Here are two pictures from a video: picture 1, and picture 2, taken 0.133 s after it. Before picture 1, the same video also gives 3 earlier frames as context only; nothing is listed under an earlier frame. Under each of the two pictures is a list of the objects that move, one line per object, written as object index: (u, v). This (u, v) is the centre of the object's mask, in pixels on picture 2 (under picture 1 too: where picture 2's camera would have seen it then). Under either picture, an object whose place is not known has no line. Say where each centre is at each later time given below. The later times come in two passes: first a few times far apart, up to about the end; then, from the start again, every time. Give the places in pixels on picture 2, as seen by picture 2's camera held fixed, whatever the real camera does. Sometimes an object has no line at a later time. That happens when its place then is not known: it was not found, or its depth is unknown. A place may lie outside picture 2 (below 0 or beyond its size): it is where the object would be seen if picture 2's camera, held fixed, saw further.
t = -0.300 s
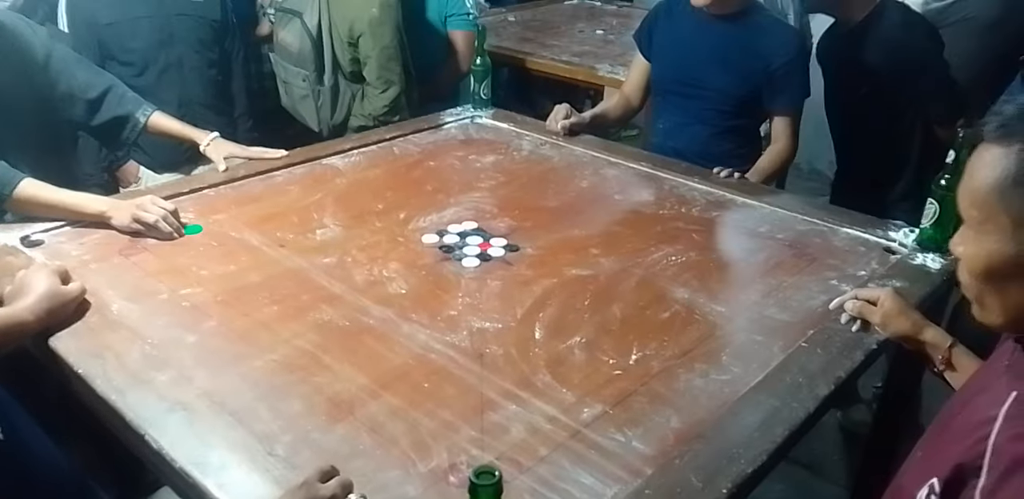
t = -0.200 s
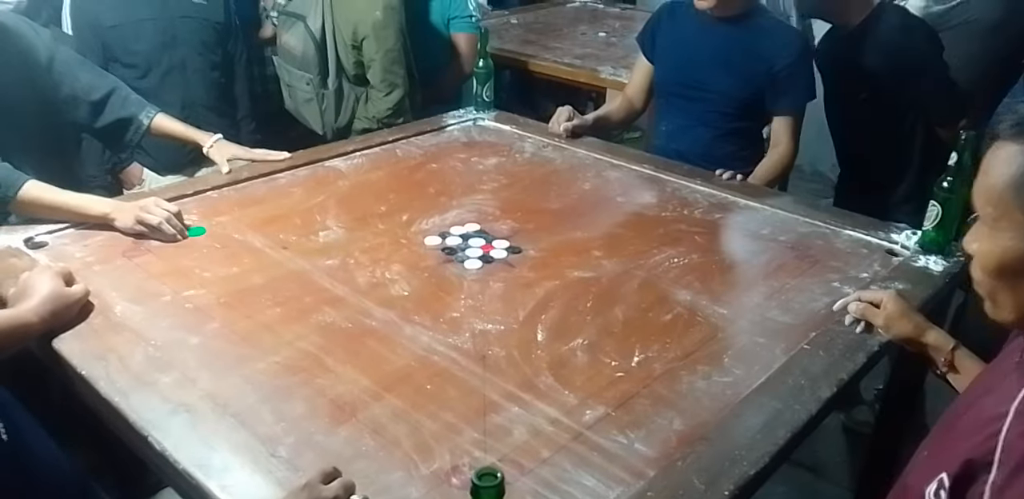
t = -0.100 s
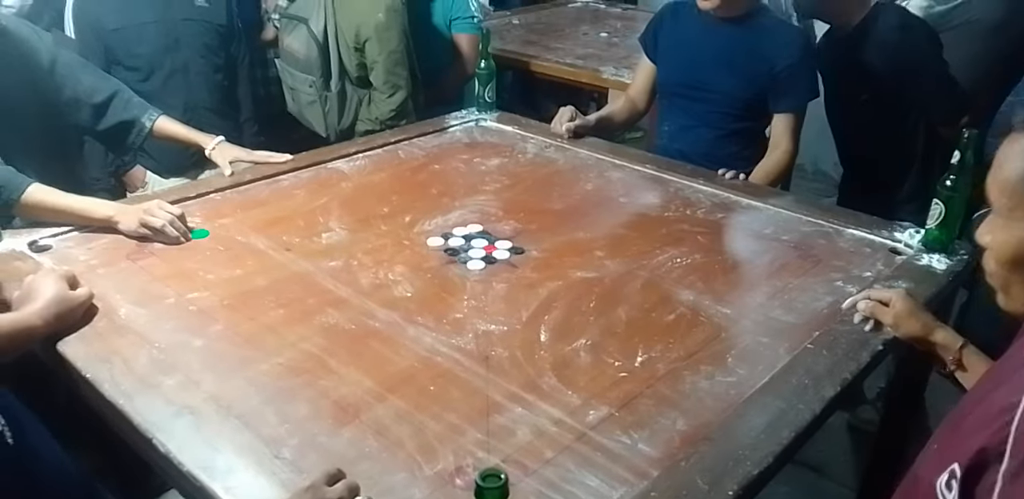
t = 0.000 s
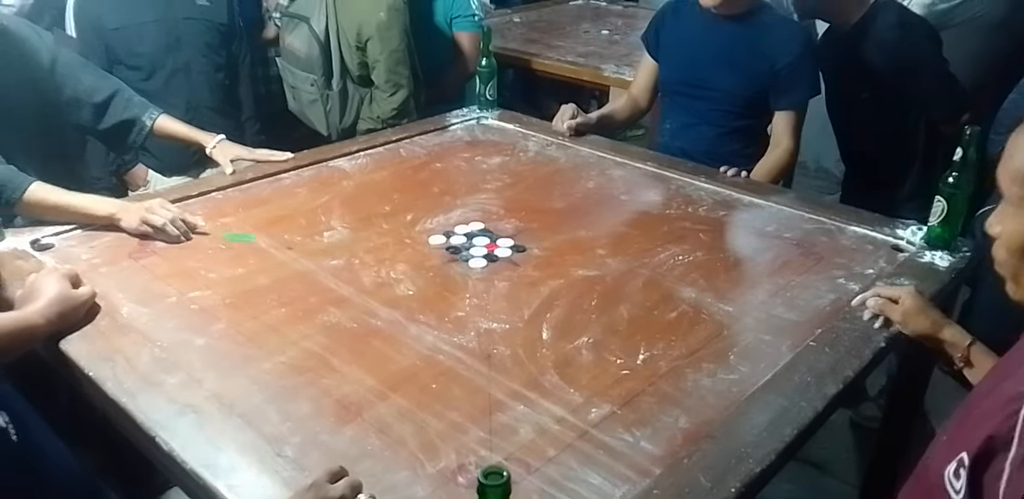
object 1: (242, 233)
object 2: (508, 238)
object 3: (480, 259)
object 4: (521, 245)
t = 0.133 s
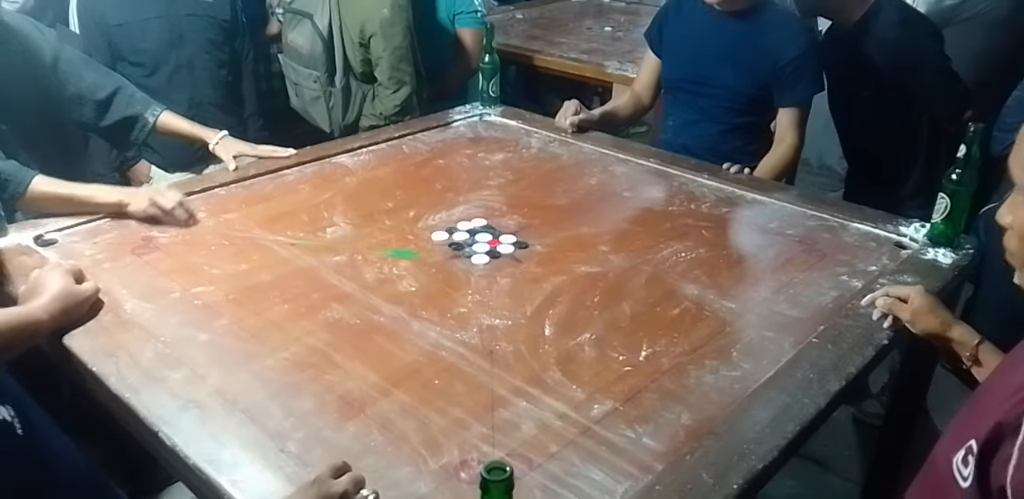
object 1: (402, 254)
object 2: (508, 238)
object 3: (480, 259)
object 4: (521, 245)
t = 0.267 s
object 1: (492, 289)
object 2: (525, 233)
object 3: (507, 270)
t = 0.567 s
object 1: (602, 380)
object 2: (547, 225)
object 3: (570, 294)
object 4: (632, 215)
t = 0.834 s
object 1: (671, 440)
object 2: (547, 225)
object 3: (581, 299)
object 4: (646, 211)
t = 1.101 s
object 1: (669, 442)
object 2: (547, 225)
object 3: (581, 299)
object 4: (646, 211)
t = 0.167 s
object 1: (442, 259)
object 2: (507, 238)
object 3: (480, 259)
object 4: (521, 245)
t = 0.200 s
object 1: (465, 267)
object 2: (512, 237)
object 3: (485, 261)
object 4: (528, 244)
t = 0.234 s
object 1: (479, 277)
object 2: (518, 235)
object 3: (496, 265)
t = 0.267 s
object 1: (492, 289)
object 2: (525, 233)
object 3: (507, 270)
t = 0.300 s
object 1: (504, 299)
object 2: (530, 231)
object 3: (517, 274)
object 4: (567, 233)
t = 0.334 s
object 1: (517, 310)
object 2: (534, 229)
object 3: (526, 277)
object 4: (577, 231)
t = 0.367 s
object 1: (530, 320)
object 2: (538, 228)
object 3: (534, 280)
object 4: (588, 228)
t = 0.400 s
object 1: (543, 331)
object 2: (542, 227)
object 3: (541, 283)
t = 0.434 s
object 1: (555, 341)
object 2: (544, 226)
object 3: (549, 286)
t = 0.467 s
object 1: (567, 351)
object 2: (546, 225)
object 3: (555, 288)
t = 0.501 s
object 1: (578, 361)
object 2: (547, 225)
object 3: (561, 290)
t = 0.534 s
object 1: (590, 371)
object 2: (547, 225)
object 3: (566, 292)
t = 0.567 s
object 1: (602, 380)
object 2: (547, 225)
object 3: (570, 294)
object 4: (632, 215)
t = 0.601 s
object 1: (613, 390)
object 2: (547, 225)
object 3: (574, 296)
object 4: (636, 214)
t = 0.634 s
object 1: (624, 399)
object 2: (547, 225)
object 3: (576, 297)
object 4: (640, 213)
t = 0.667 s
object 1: (633, 407)
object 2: (547, 225)
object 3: (578, 298)
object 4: (642, 212)
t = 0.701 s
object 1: (643, 415)
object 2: (547, 225)
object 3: (580, 299)
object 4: (644, 212)
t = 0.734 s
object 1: (651, 422)
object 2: (547, 225)
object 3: (581, 299)
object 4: (645, 212)
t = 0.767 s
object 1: (659, 428)
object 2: (547, 225)
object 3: (581, 299)
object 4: (645, 212)
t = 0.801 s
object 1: (666, 434)
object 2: (547, 225)
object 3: (581, 299)
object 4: (645, 212)
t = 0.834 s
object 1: (671, 440)
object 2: (547, 225)
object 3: (581, 299)
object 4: (646, 211)
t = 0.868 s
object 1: (672, 442)
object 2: (547, 225)
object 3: (581, 299)
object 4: (646, 211)
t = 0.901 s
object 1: (670, 442)
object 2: (547, 225)
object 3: (581, 299)
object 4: (645, 211)
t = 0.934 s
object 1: (669, 442)
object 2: (547, 225)
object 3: (581, 299)
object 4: (645, 211)
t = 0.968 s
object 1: (669, 442)
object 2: (547, 225)
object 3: (581, 299)
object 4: (646, 211)
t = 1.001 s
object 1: (669, 442)
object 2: (547, 225)
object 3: (581, 299)
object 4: (646, 211)
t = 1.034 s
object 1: (669, 442)
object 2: (547, 225)
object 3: (581, 299)
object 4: (645, 211)
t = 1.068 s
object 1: (669, 442)
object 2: (547, 225)
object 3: (581, 299)
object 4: (645, 211)
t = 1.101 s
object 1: (669, 442)
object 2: (547, 225)
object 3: (581, 299)
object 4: (646, 211)
